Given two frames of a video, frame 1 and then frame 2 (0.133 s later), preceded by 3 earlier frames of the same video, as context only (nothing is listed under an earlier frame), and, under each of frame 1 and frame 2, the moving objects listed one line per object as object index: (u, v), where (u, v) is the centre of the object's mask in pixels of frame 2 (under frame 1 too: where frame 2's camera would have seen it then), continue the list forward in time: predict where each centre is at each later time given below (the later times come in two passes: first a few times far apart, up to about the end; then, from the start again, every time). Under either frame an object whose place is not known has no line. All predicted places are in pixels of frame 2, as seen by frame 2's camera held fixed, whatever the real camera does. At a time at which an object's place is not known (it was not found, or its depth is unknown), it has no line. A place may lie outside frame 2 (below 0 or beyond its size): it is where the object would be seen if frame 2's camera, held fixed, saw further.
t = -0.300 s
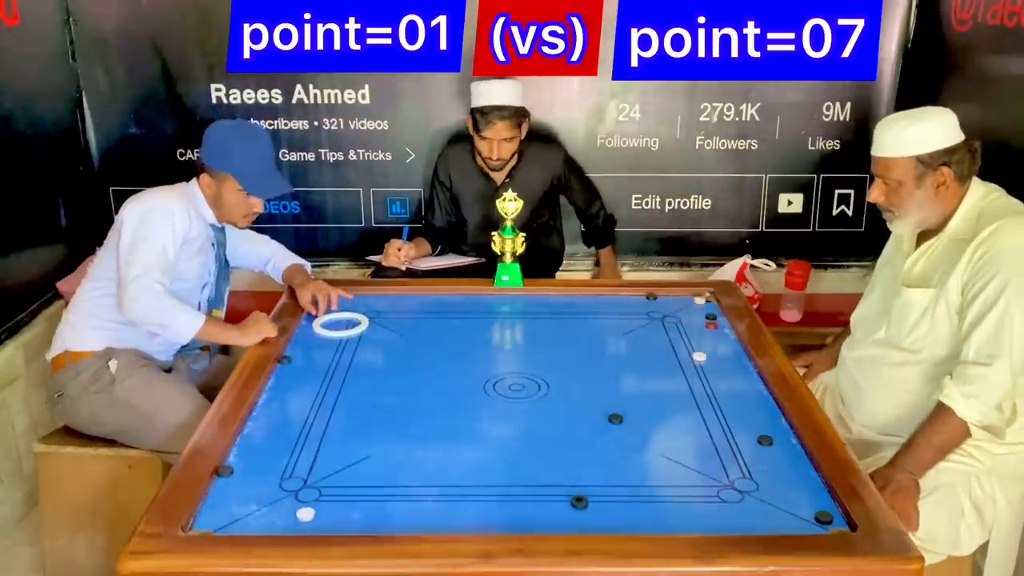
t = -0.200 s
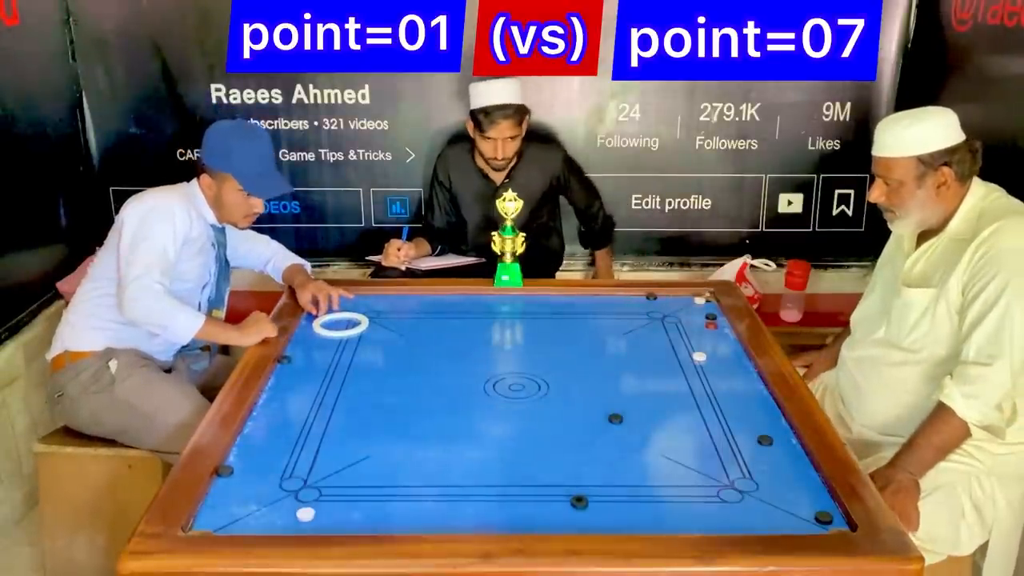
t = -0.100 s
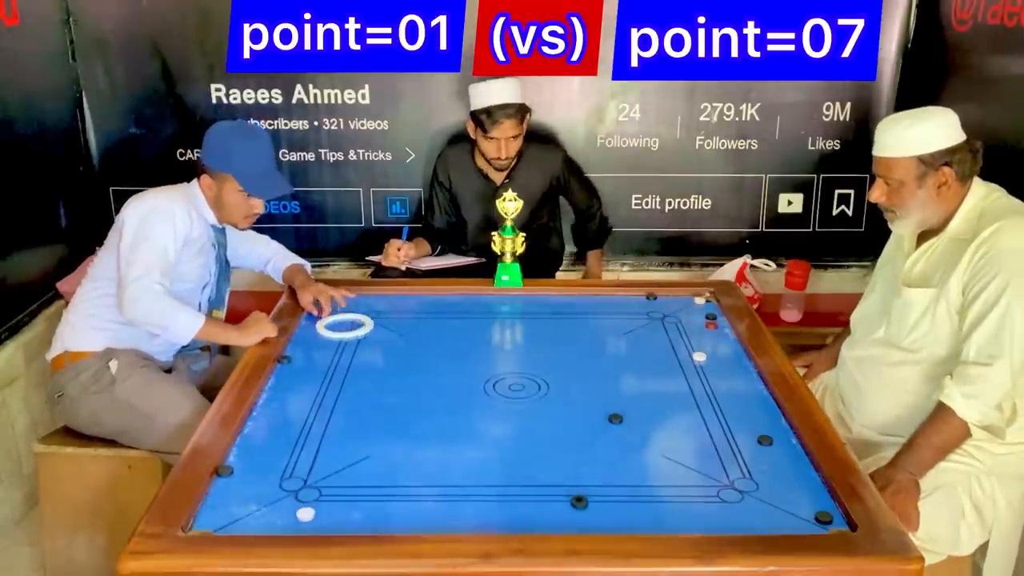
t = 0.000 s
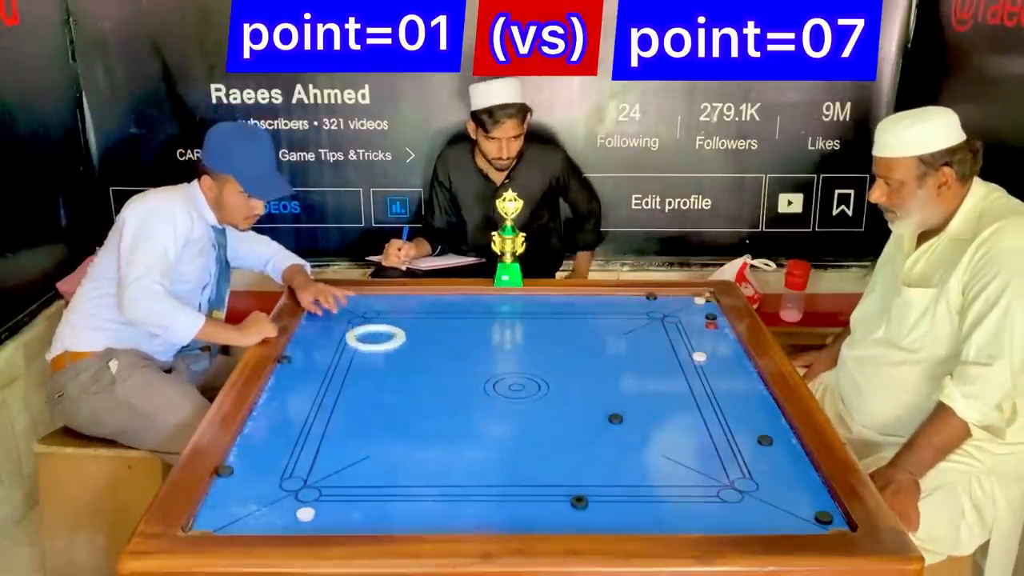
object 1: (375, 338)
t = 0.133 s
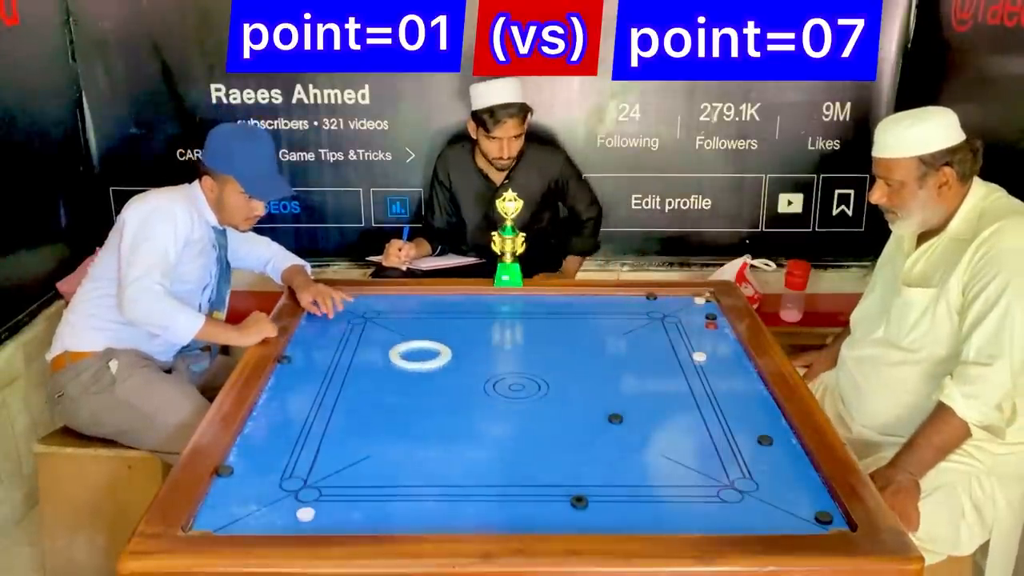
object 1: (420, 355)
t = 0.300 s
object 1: (480, 379)
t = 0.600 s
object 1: (597, 426)
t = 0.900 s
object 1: (714, 478)
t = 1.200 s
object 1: (790, 502)
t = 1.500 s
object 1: (775, 513)
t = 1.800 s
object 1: (763, 511)
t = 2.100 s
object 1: (752, 509)
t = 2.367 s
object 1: (745, 507)
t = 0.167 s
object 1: (431, 360)
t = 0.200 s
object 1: (443, 365)
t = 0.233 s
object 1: (455, 369)
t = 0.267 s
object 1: (467, 374)
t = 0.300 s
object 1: (480, 379)
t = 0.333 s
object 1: (493, 383)
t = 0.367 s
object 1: (506, 389)
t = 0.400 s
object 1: (519, 394)
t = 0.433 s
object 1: (532, 399)
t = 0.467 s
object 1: (546, 405)
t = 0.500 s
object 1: (560, 410)
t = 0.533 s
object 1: (574, 416)
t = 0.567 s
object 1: (586, 421)
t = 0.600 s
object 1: (597, 426)
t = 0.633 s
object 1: (610, 432)
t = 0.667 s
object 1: (622, 437)
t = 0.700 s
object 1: (634, 443)
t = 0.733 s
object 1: (647, 448)
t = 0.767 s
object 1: (660, 454)
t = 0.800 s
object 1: (673, 460)
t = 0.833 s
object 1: (687, 465)
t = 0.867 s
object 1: (701, 472)
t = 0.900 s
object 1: (714, 478)
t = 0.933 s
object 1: (728, 484)
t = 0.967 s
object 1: (742, 490)
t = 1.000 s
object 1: (757, 497)
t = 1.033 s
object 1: (771, 503)
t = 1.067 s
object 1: (784, 509)
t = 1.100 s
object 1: (792, 512)
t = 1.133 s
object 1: (792, 502)
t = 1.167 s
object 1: (793, 502)
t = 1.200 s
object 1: (790, 502)
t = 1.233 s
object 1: (788, 502)
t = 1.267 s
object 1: (788, 502)
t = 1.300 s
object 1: (783, 501)
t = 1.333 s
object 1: (783, 514)
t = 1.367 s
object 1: (781, 514)
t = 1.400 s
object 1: (780, 514)
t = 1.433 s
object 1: (779, 514)
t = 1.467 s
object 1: (777, 513)
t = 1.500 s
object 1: (775, 513)
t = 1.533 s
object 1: (774, 513)
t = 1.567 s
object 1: (773, 513)
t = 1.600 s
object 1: (771, 512)
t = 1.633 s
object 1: (770, 512)
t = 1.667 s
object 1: (768, 512)
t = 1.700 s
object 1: (767, 512)
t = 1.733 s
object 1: (766, 512)
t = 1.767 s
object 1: (764, 512)
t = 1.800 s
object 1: (763, 511)
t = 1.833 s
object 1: (761, 511)
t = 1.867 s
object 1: (760, 511)
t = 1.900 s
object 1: (759, 511)
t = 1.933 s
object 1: (758, 511)
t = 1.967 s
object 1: (757, 510)
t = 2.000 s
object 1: (755, 510)
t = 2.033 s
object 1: (754, 510)
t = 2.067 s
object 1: (753, 510)
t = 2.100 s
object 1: (752, 509)
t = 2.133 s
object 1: (751, 509)
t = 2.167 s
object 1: (750, 509)
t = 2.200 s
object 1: (749, 509)
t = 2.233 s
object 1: (748, 508)
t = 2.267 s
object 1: (747, 508)
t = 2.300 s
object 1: (747, 508)
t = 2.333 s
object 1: (746, 508)
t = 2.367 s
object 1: (745, 507)
